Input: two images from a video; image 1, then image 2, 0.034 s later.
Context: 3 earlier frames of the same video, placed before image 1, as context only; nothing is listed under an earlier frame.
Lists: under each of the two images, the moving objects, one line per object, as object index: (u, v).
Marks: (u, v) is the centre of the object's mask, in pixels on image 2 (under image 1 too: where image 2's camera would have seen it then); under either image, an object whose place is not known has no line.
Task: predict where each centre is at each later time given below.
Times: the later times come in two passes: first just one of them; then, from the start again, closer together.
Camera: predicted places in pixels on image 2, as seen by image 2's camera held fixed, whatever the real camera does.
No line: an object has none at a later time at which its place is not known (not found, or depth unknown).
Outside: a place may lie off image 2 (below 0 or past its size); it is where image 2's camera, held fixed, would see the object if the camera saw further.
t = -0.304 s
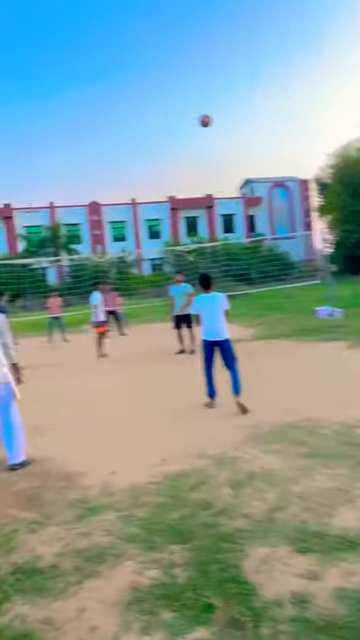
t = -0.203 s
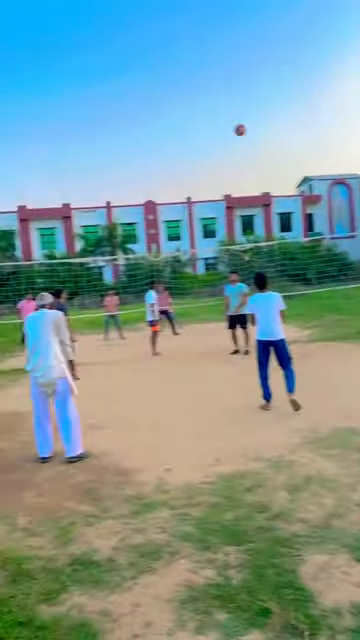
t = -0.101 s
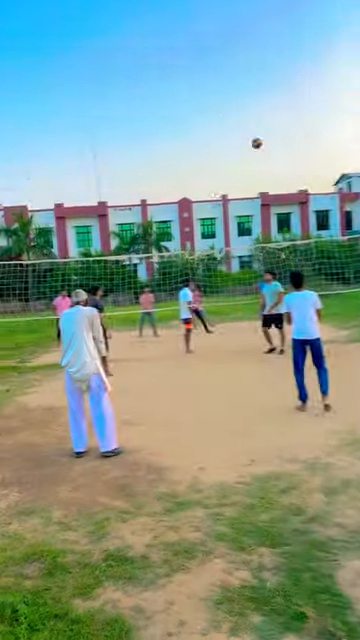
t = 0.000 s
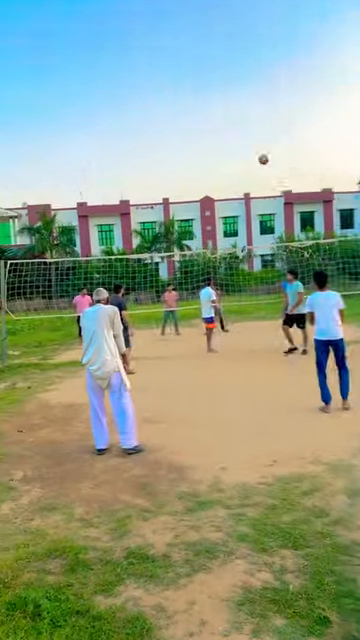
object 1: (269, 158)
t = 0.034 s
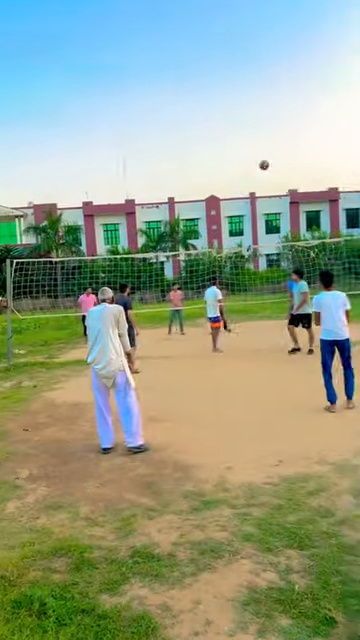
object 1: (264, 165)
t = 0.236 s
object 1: (238, 207)
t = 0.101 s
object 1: (254, 178)
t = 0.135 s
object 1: (250, 185)
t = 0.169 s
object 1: (245, 192)
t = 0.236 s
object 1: (238, 207)
